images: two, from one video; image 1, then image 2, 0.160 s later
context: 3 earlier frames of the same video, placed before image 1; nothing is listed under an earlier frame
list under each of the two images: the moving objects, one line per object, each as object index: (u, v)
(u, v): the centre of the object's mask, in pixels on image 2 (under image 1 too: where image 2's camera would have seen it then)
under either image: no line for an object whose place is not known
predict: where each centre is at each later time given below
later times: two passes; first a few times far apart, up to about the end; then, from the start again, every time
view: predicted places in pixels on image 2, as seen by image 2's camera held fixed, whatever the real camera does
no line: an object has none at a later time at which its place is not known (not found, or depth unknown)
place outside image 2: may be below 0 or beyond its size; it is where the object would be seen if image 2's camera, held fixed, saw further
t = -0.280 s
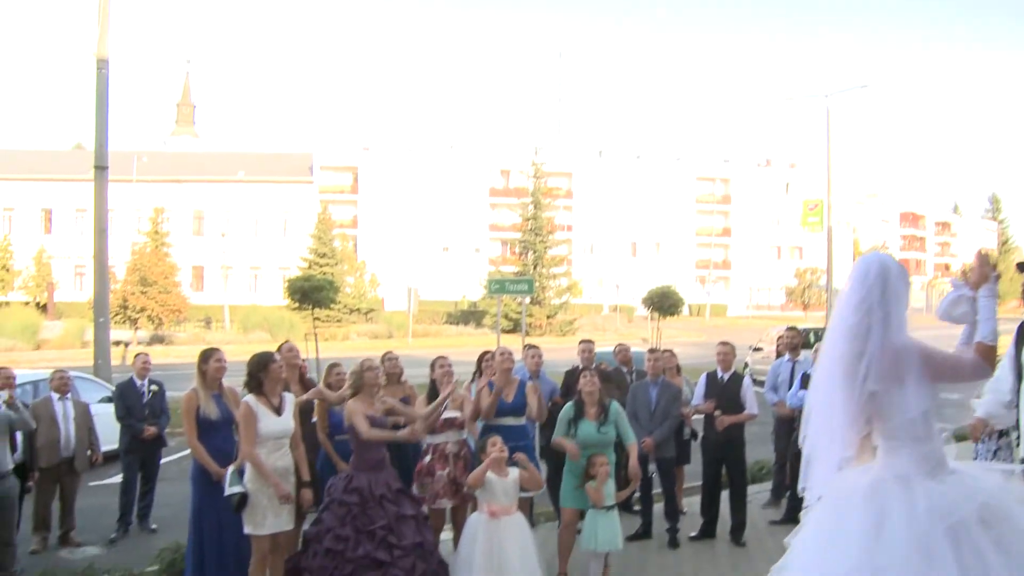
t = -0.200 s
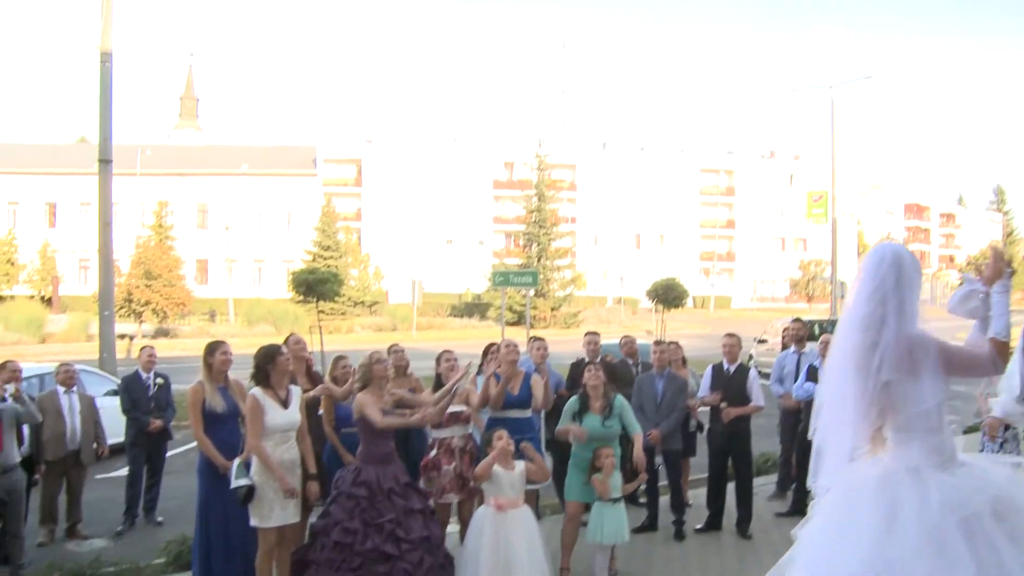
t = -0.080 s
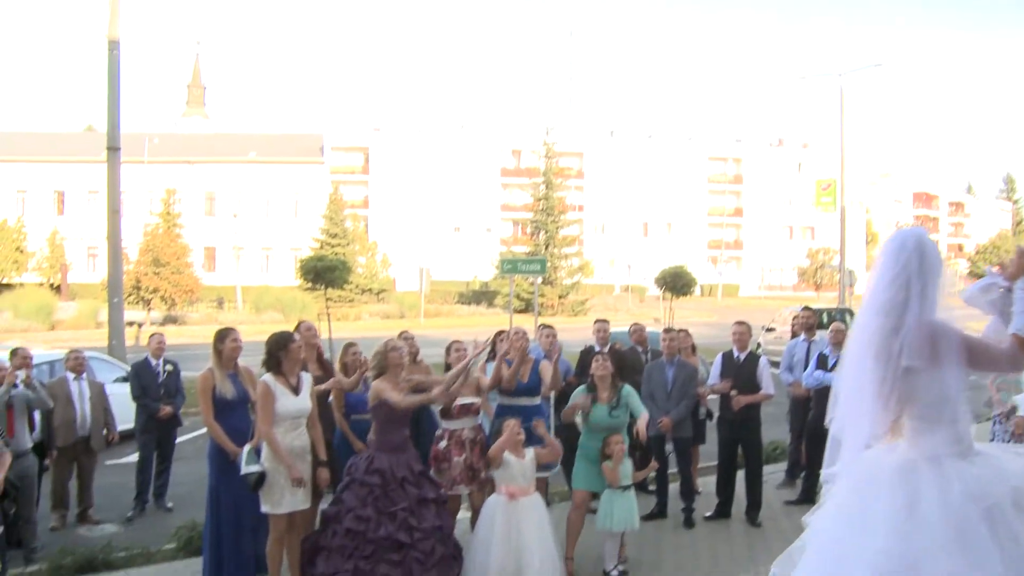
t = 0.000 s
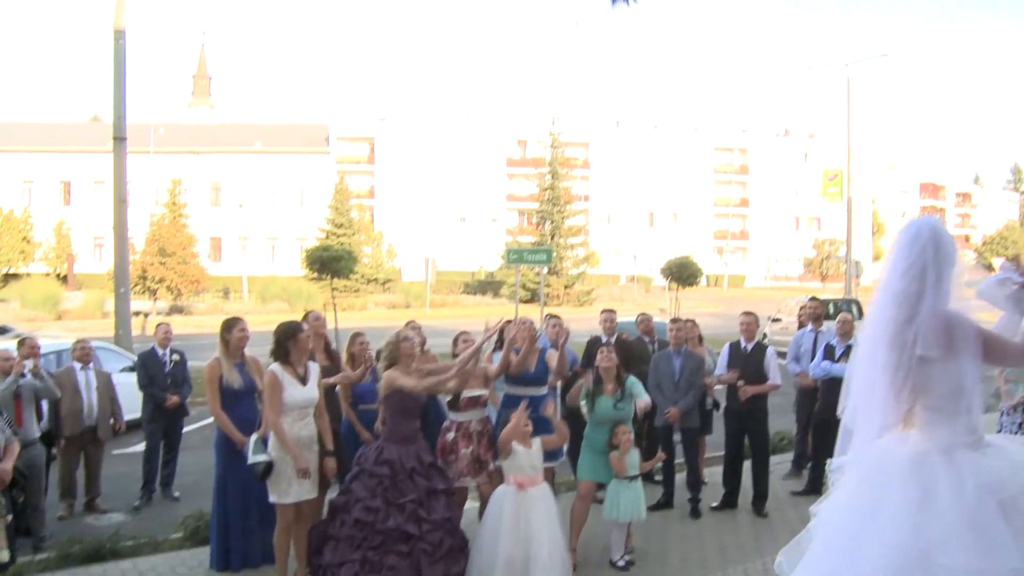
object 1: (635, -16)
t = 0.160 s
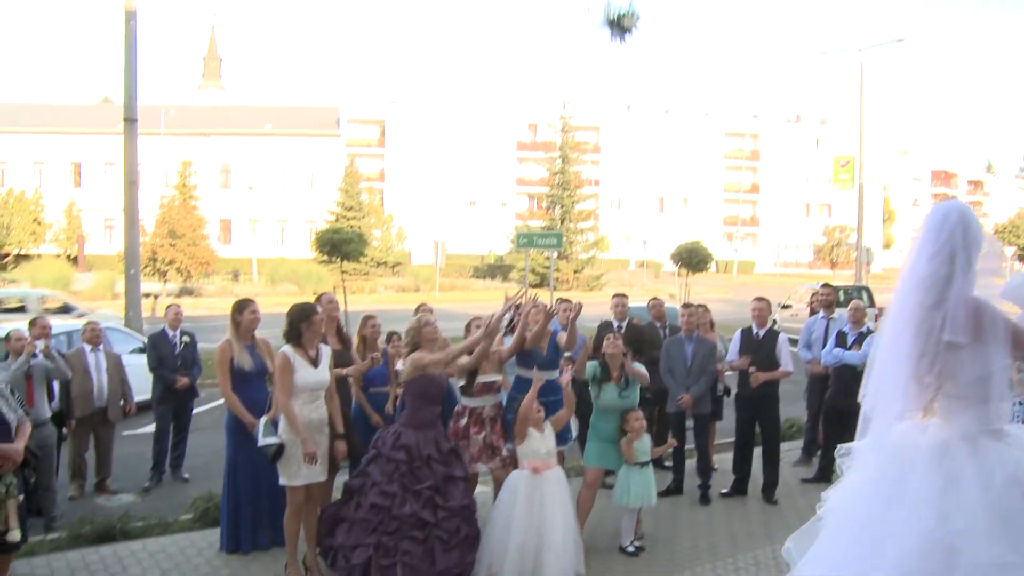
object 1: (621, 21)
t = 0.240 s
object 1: (612, 49)
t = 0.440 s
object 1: (600, 131)
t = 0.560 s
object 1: (590, 180)
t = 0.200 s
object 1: (615, 34)
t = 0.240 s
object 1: (612, 49)
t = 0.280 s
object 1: (607, 65)
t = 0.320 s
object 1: (603, 81)
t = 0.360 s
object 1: (601, 96)
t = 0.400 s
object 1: (602, 114)
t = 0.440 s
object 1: (600, 131)
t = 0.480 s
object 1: (595, 147)
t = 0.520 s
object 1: (592, 164)
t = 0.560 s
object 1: (590, 180)
